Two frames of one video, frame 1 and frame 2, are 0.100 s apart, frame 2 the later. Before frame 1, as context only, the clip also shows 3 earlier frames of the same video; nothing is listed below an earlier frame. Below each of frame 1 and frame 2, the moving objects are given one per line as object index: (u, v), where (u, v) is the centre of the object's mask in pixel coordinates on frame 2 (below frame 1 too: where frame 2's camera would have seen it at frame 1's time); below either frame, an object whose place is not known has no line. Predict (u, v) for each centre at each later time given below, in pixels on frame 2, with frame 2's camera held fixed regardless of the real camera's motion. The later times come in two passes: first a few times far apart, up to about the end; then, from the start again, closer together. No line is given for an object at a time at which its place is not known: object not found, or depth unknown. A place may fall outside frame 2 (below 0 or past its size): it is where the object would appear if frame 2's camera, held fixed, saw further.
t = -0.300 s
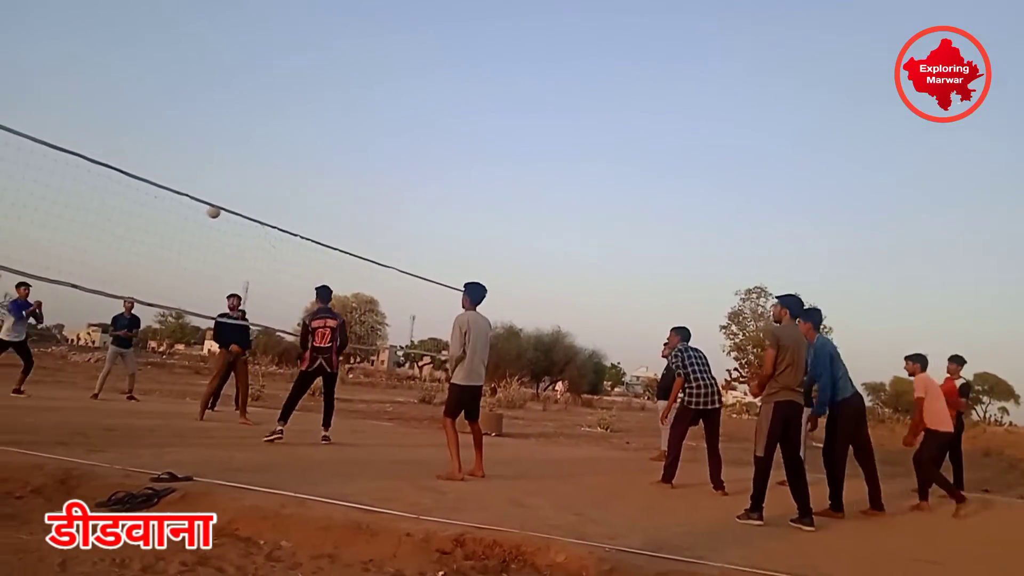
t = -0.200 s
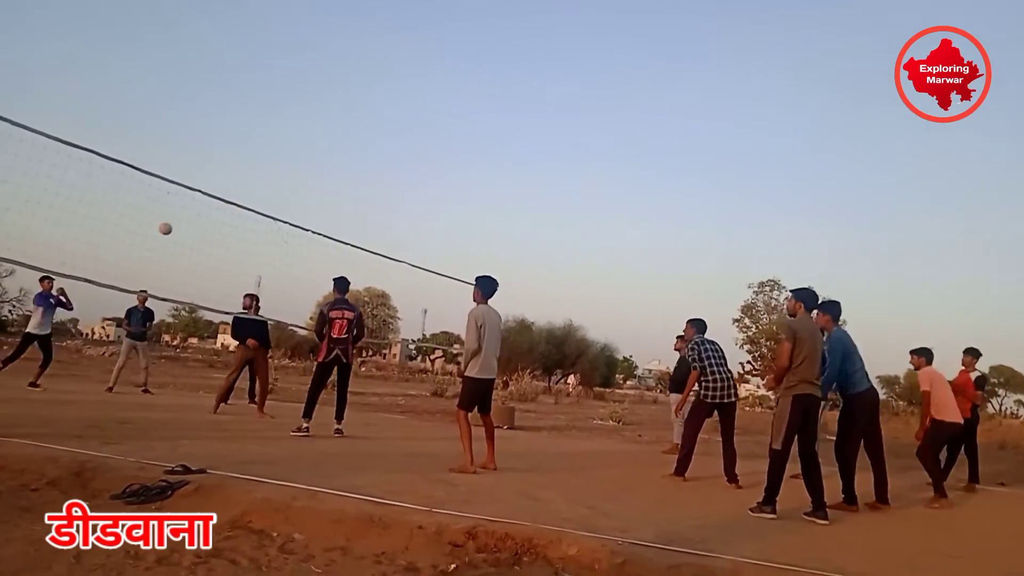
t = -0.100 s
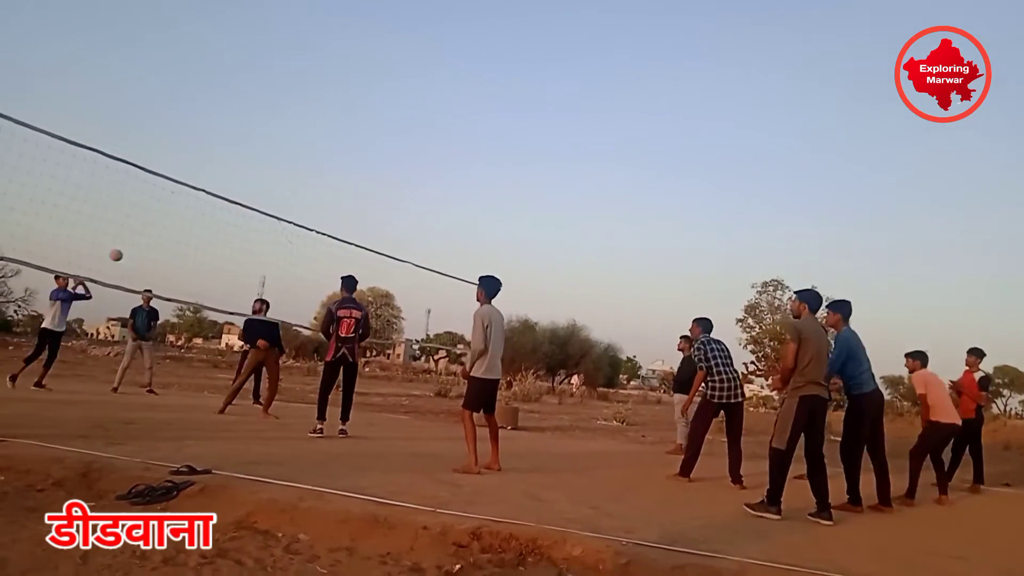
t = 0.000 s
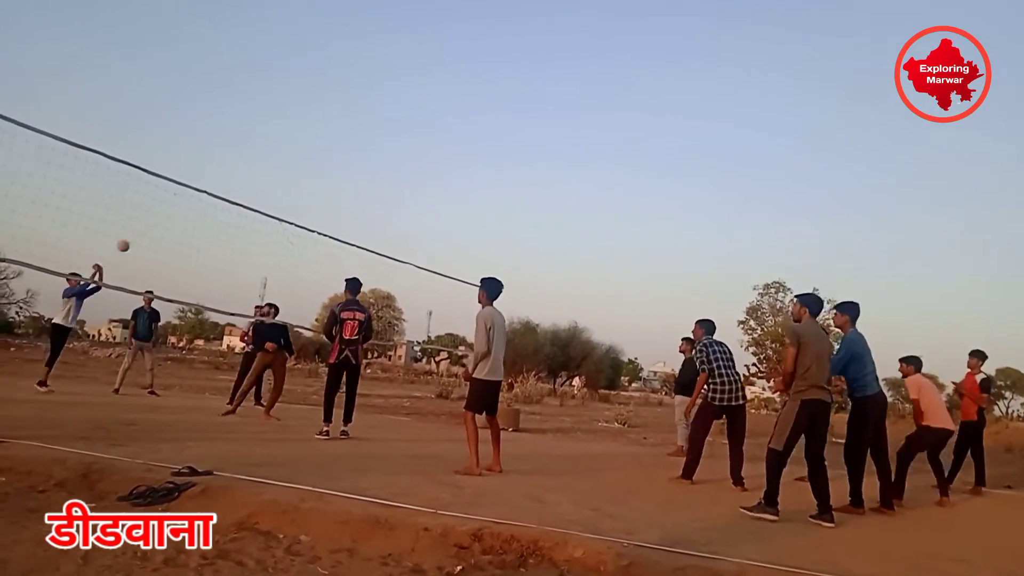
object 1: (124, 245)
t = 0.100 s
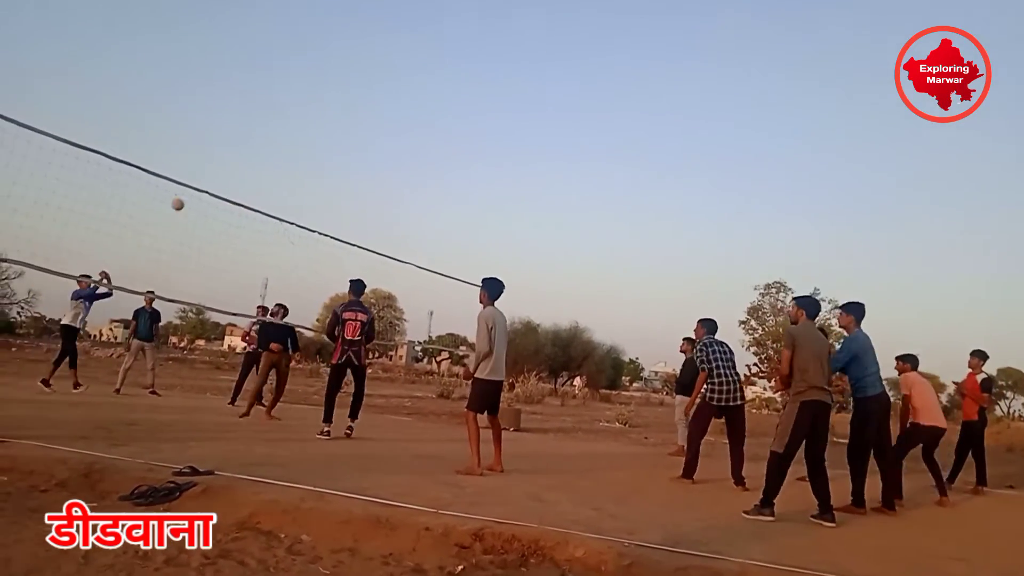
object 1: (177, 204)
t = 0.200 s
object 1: (230, 169)
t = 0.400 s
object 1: (338, 118)
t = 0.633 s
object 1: (471, 91)
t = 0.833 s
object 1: (593, 102)
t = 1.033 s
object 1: (726, 148)
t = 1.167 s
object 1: (822, 202)
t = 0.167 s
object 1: (212, 180)
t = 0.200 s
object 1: (230, 169)
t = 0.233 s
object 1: (247, 159)
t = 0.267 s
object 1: (266, 149)
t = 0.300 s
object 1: (284, 140)
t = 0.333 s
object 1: (302, 131)
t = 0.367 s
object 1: (320, 124)
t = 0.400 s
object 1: (338, 118)
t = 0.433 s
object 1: (357, 112)
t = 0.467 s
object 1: (375, 106)
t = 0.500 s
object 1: (394, 102)
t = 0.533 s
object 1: (413, 98)
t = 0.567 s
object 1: (432, 95)
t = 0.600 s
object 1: (452, 93)
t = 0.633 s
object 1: (471, 91)
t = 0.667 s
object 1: (491, 91)
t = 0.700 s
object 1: (511, 92)
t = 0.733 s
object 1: (531, 93)
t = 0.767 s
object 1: (551, 94)
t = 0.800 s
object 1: (571, 98)
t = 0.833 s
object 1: (593, 102)
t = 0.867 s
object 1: (614, 107)
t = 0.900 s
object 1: (636, 113)
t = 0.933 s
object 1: (658, 119)
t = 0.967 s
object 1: (680, 128)
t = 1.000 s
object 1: (703, 137)
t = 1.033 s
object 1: (726, 148)
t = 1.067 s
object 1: (748, 159)
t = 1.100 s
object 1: (772, 172)
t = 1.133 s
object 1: (797, 186)
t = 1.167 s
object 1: (822, 202)
